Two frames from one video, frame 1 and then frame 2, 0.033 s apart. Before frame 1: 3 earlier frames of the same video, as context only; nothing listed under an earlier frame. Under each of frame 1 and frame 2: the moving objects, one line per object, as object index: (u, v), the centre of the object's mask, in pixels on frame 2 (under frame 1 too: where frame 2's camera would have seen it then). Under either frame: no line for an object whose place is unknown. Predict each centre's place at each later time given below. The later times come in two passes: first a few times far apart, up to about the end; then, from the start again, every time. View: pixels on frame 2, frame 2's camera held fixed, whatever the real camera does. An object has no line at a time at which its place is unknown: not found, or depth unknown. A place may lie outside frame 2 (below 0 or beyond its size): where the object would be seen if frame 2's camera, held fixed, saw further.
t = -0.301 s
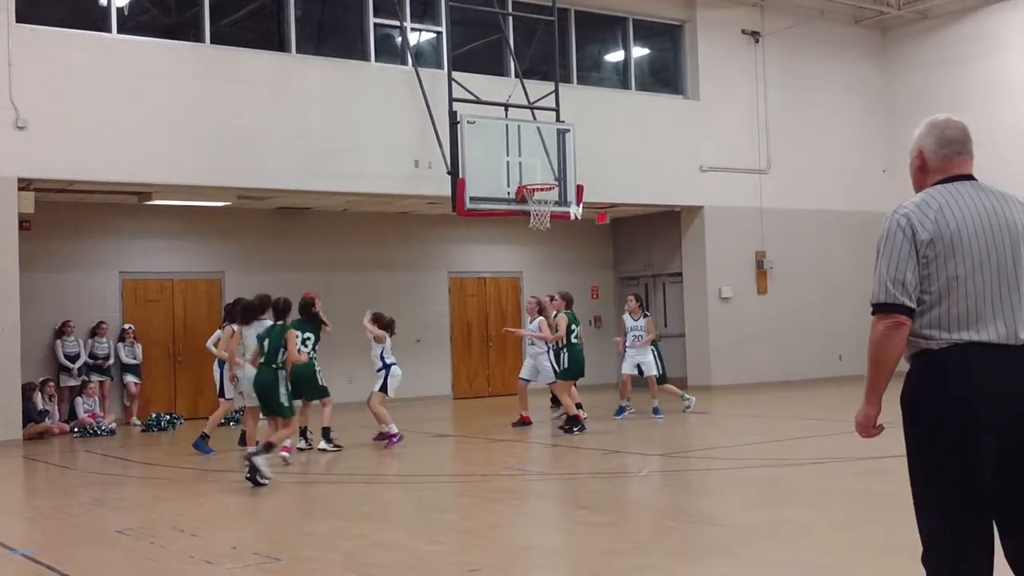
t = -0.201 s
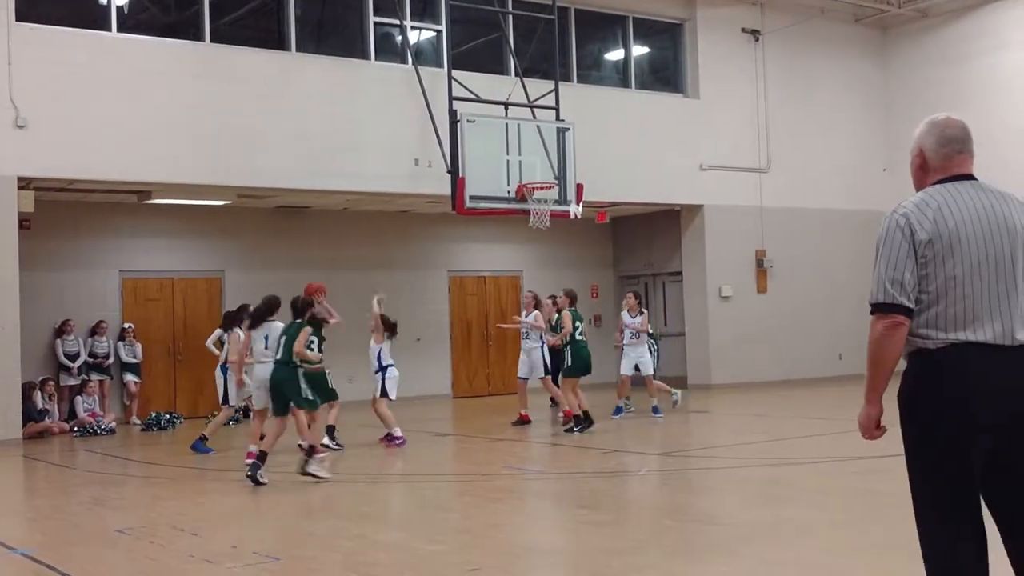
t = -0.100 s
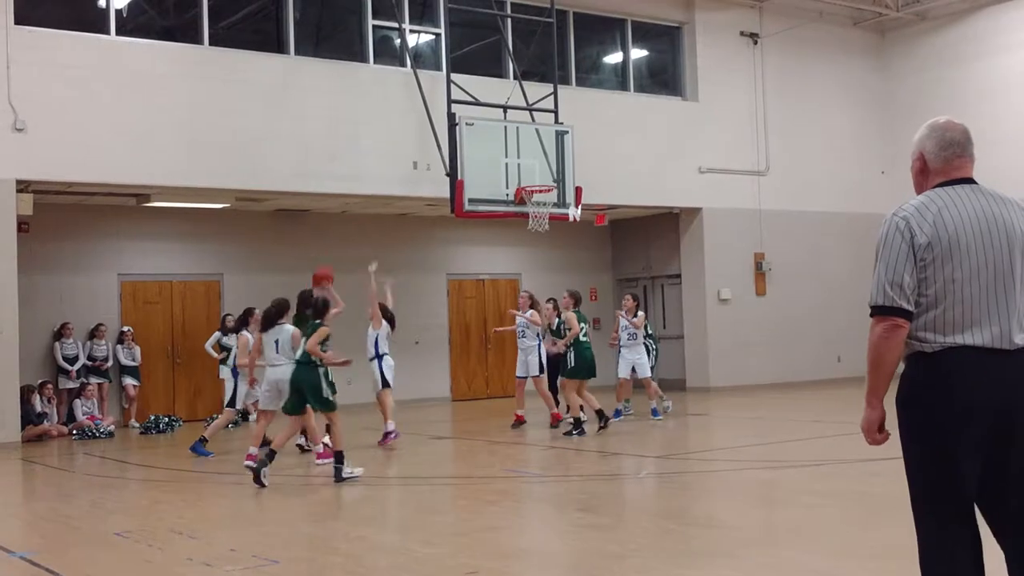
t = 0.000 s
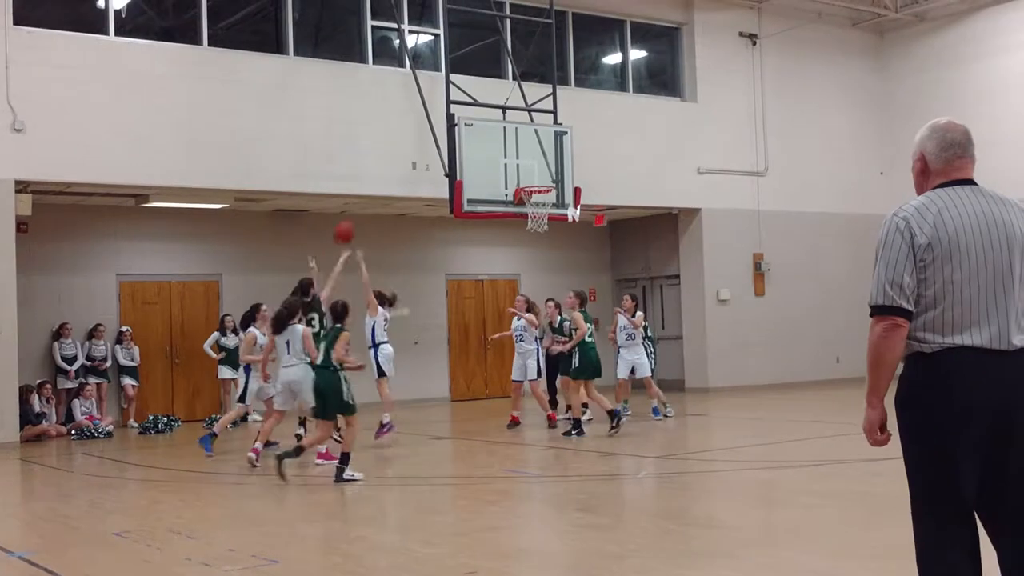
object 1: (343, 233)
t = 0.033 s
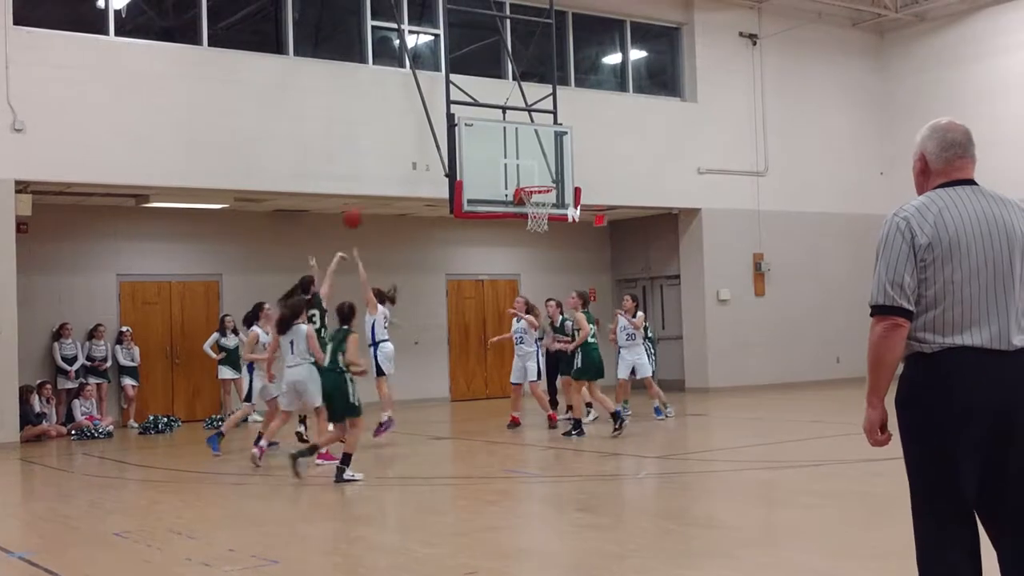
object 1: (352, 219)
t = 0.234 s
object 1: (406, 150)
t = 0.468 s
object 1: (460, 118)
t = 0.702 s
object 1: (514, 131)
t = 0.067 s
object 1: (360, 204)
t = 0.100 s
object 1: (369, 190)
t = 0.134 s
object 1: (379, 178)
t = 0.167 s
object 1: (388, 168)
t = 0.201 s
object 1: (396, 158)
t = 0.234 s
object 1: (406, 150)
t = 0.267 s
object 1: (412, 142)
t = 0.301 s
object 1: (420, 135)
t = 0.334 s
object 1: (428, 130)
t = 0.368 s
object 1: (437, 126)
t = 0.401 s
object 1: (445, 122)
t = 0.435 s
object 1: (453, 120)
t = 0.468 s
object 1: (460, 118)
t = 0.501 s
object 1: (468, 117)
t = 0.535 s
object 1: (475, 117)
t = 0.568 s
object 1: (483, 118)
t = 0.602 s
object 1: (490, 120)
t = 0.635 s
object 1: (498, 123)
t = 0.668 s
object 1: (503, 125)
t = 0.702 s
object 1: (514, 131)
